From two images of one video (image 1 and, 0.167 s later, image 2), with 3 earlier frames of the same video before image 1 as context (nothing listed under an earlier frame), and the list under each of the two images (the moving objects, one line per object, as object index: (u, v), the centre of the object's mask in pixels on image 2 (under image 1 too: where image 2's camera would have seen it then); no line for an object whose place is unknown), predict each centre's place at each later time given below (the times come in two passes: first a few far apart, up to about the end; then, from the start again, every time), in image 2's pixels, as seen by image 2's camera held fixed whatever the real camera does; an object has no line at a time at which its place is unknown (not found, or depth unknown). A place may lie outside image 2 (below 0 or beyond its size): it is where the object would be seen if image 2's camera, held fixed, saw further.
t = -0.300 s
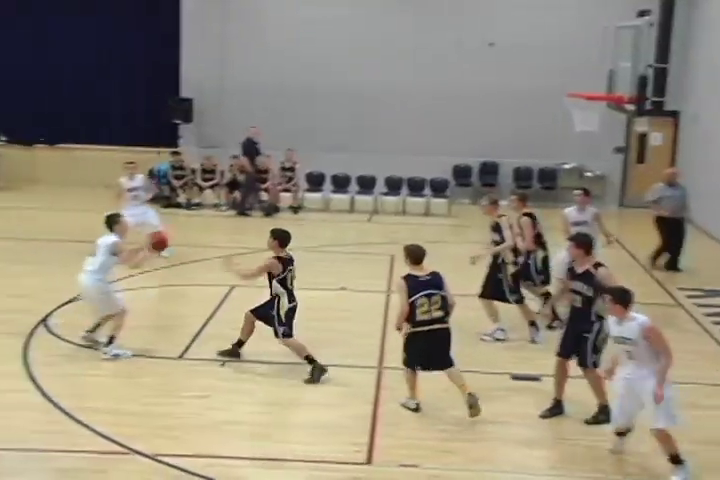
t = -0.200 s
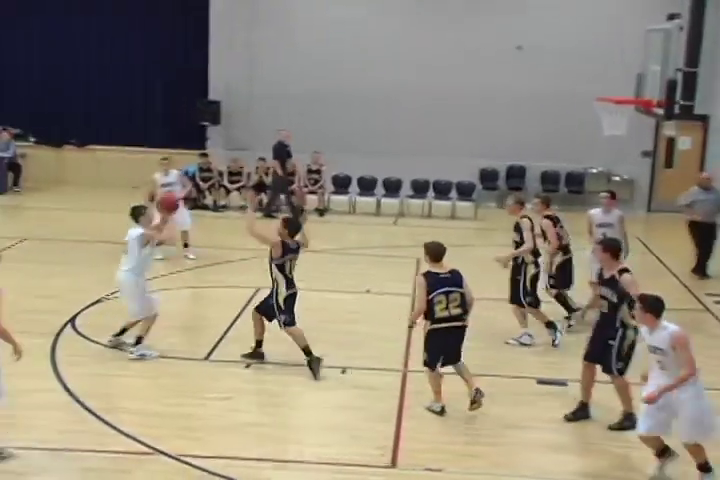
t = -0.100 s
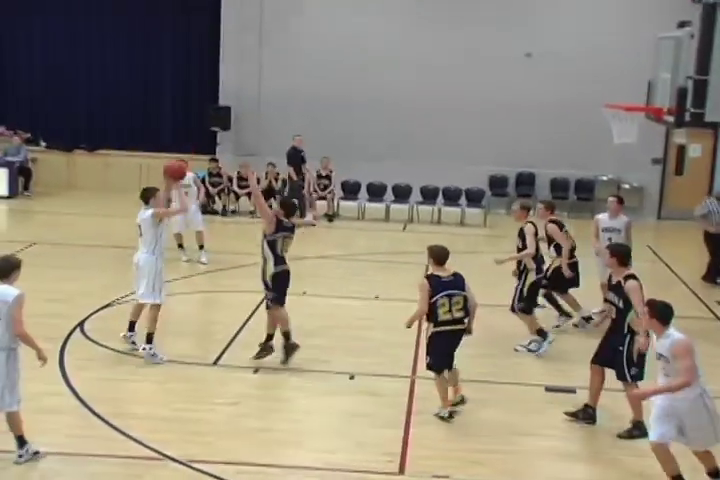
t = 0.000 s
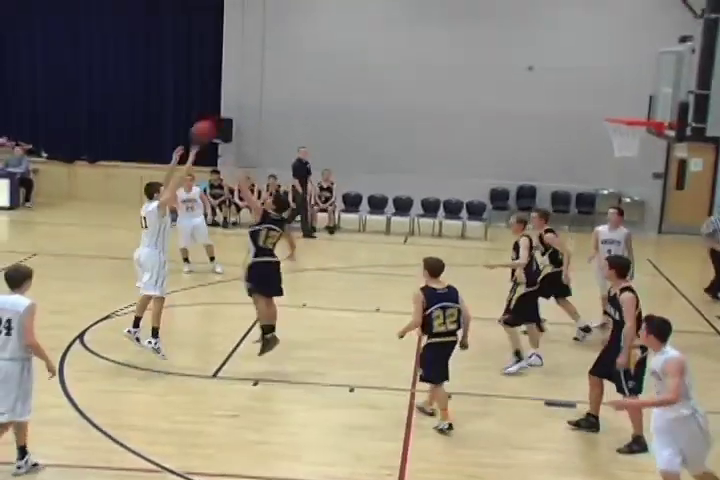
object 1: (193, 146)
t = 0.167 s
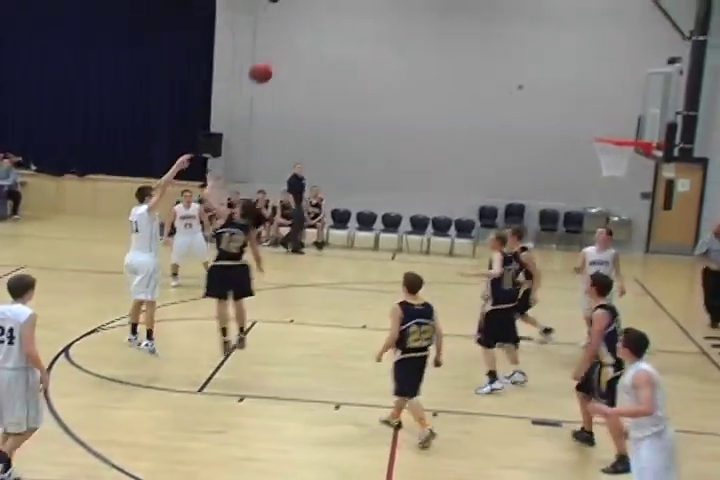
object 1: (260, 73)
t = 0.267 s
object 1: (300, 41)
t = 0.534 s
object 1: (398, 0)
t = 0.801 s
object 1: (485, 19)
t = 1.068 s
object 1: (559, 94)
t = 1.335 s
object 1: (546, 118)
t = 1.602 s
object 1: (481, 137)
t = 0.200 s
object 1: (274, 61)
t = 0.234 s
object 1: (287, 51)
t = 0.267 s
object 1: (300, 41)
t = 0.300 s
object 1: (313, 32)
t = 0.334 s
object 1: (325, 25)
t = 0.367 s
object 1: (338, 18)
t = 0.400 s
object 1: (350, 12)
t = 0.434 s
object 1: (362, 8)
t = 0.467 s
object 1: (374, 4)
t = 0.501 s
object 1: (386, 2)
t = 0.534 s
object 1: (398, 0)
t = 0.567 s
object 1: (409, -1)
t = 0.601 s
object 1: (420, -1)
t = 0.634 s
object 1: (432, 0)
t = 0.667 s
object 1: (443, 2)
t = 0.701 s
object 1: (453, 5)
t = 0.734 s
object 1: (463, 9)
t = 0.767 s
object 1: (474, 14)
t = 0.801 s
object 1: (485, 19)
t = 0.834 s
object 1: (494, 26)
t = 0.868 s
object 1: (504, 33)
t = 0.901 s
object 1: (513, 41)
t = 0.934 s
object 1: (523, 50)
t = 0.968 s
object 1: (532, 60)
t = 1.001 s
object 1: (542, 70)
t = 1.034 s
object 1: (551, 82)
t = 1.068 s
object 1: (559, 94)
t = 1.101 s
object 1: (569, 106)
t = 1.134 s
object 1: (579, 120)
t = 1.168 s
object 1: (586, 132)
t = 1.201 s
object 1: (579, 129)
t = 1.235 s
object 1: (571, 124)
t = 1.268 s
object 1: (563, 121)
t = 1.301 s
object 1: (555, 119)
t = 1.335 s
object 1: (546, 118)
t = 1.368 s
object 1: (538, 118)
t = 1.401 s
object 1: (529, 118)
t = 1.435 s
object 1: (521, 119)
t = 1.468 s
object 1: (513, 121)
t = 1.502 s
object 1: (505, 124)
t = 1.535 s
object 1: (497, 128)
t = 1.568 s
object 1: (489, 133)
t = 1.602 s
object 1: (481, 137)
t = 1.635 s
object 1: (474, 144)
